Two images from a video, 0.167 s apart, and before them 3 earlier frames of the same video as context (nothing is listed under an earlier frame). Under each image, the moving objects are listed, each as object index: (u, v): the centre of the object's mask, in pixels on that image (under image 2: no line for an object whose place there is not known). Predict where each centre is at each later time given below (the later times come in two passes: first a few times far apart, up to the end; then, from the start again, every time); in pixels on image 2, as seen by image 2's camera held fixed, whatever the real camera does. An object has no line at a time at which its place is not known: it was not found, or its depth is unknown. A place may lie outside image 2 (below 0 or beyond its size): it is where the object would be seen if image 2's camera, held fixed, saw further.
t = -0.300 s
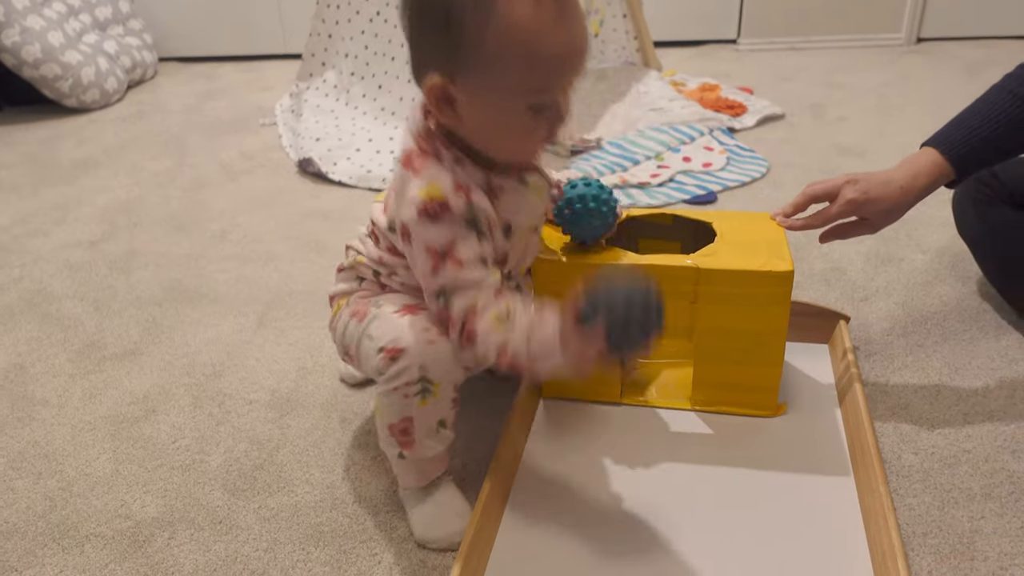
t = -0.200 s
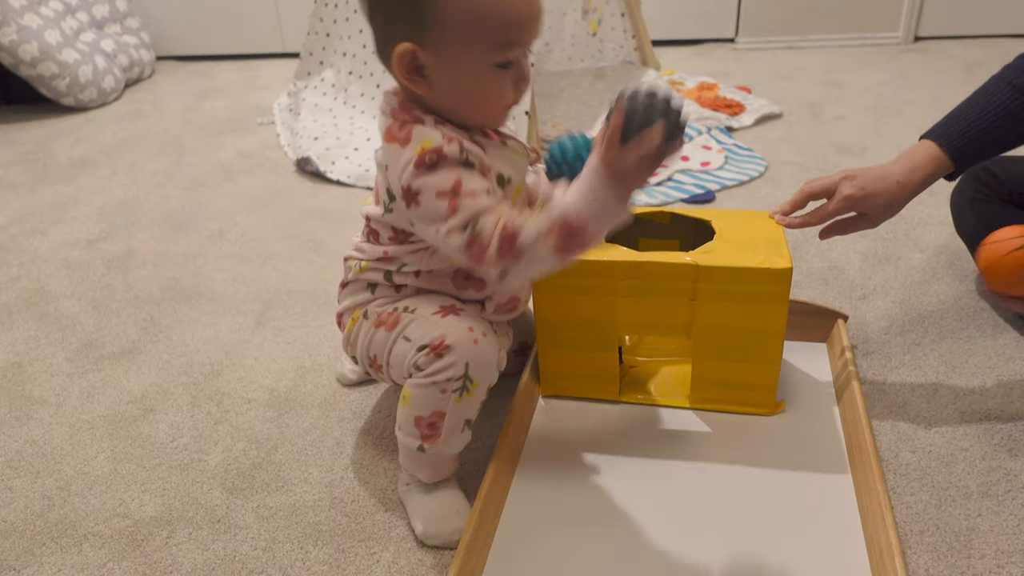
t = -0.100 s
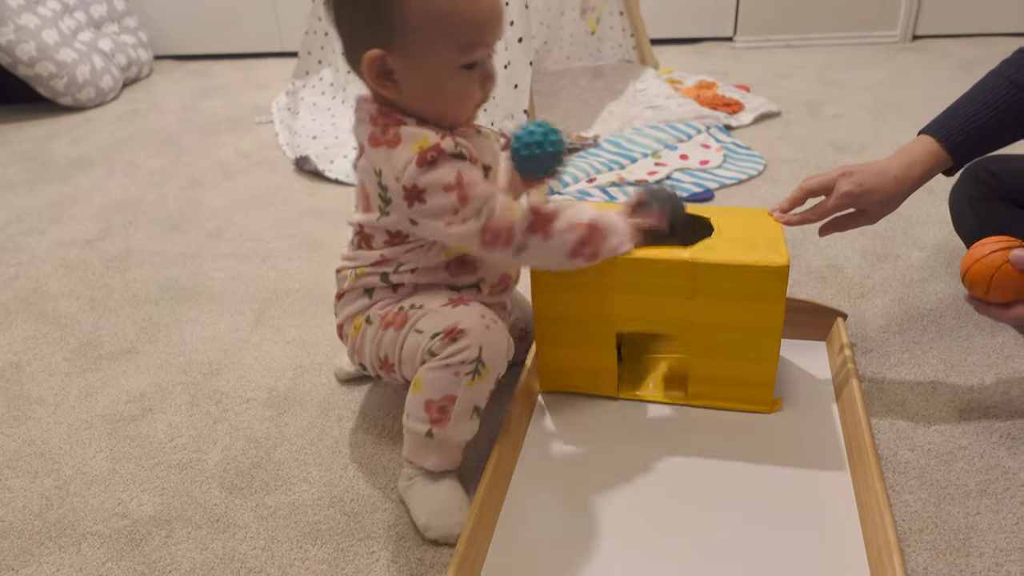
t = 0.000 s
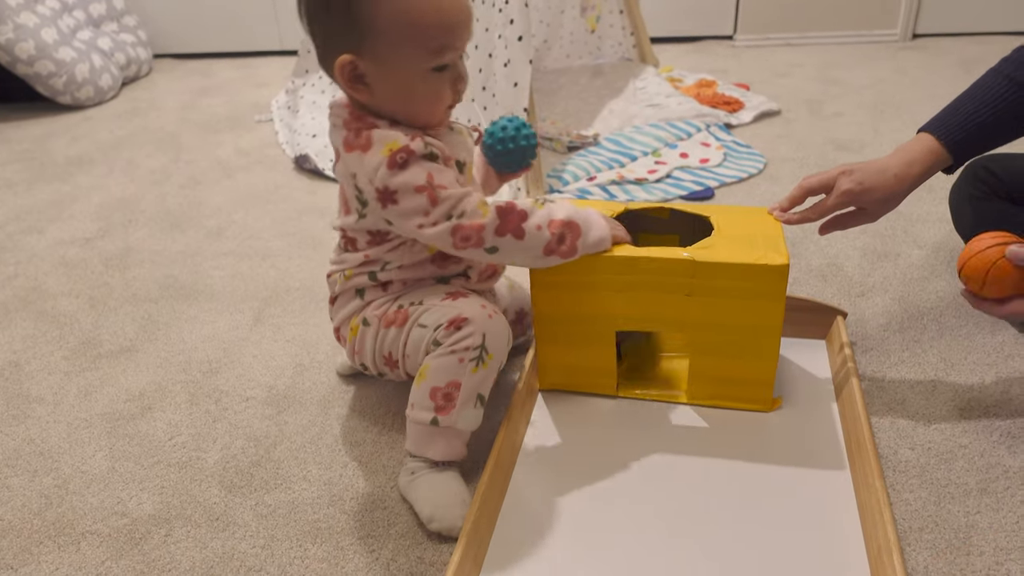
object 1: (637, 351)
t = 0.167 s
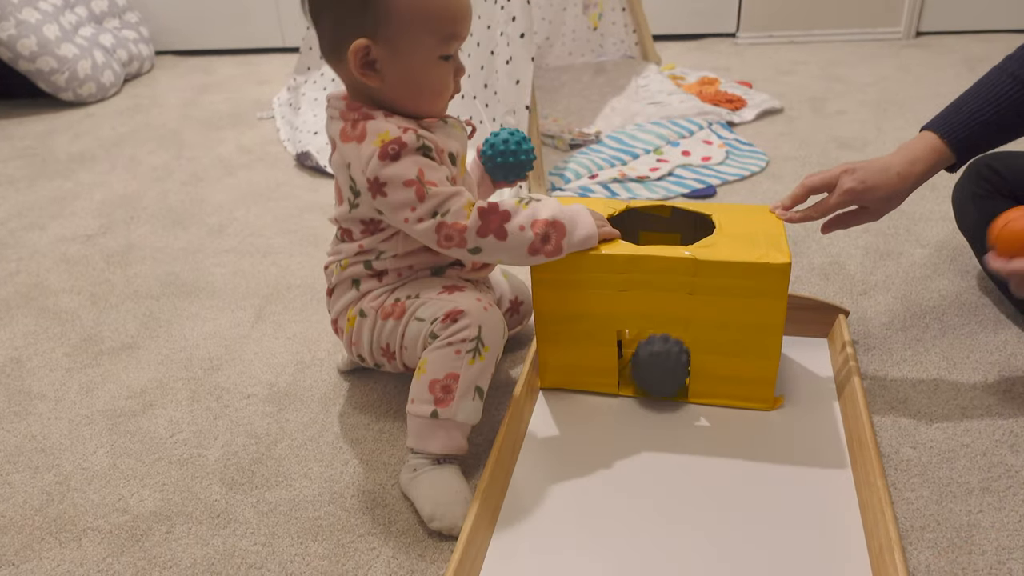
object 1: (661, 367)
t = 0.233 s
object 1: (648, 392)
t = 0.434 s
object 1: (604, 447)
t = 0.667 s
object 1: (551, 486)
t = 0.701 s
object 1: (542, 492)
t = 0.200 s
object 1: (656, 379)
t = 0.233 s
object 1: (648, 392)
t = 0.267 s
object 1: (641, 404)
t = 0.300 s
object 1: (635, 415)
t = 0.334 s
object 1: (629, 425)
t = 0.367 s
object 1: (622, 433)
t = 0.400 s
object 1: (611, 442)
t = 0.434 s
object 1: (604, 447)
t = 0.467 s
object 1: (597, 454)
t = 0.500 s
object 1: (589, 460)
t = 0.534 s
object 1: (581, 465)
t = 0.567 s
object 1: (573, 468)
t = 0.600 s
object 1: (564, 474)
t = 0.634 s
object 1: (558, 480)
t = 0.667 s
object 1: (551, 486)
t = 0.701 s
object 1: (542, 492)
